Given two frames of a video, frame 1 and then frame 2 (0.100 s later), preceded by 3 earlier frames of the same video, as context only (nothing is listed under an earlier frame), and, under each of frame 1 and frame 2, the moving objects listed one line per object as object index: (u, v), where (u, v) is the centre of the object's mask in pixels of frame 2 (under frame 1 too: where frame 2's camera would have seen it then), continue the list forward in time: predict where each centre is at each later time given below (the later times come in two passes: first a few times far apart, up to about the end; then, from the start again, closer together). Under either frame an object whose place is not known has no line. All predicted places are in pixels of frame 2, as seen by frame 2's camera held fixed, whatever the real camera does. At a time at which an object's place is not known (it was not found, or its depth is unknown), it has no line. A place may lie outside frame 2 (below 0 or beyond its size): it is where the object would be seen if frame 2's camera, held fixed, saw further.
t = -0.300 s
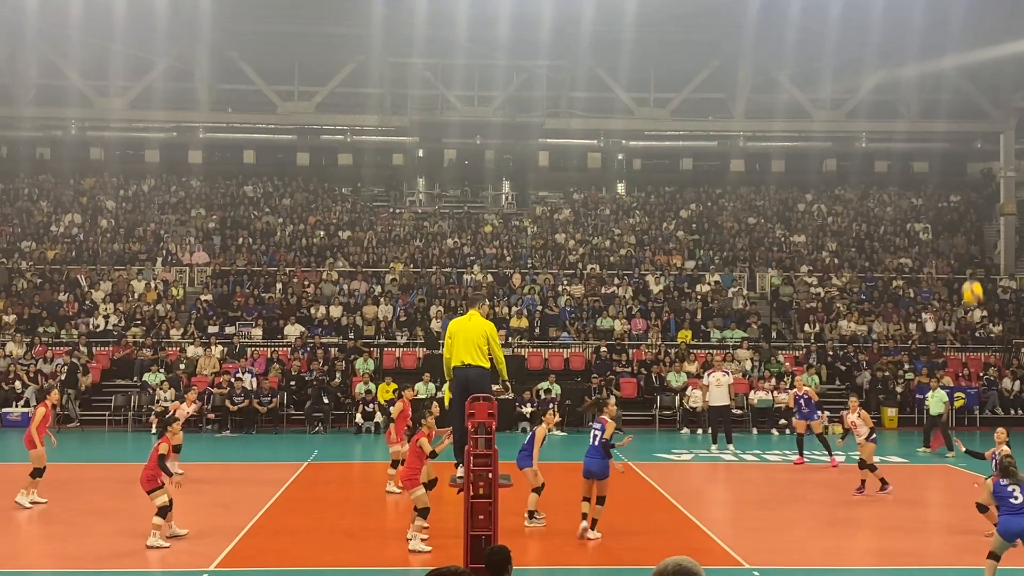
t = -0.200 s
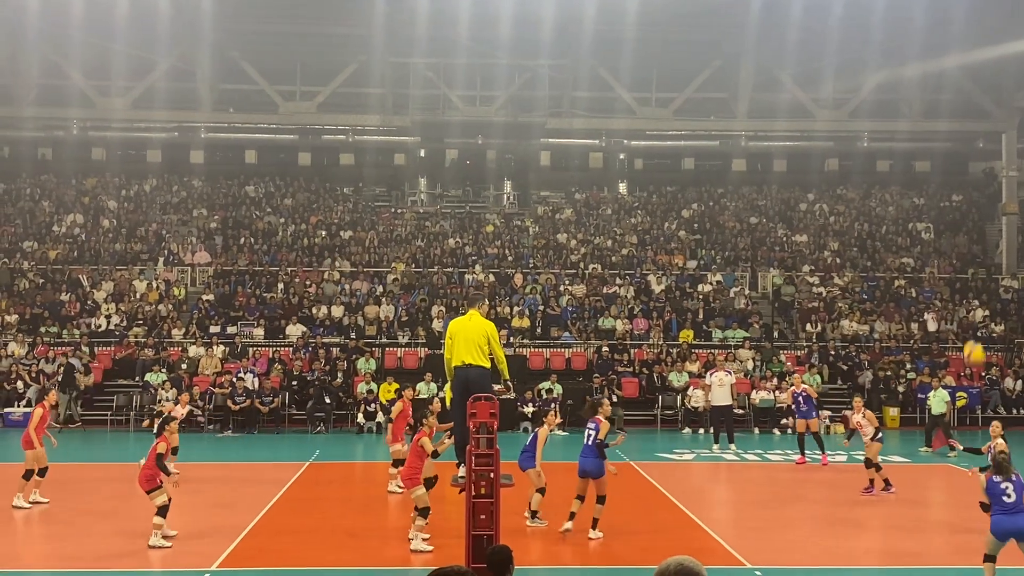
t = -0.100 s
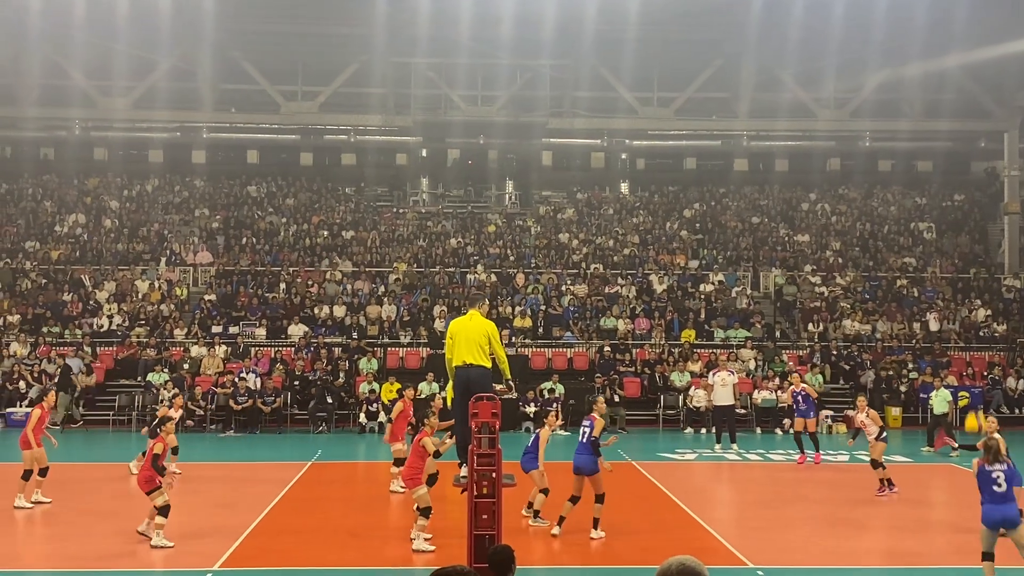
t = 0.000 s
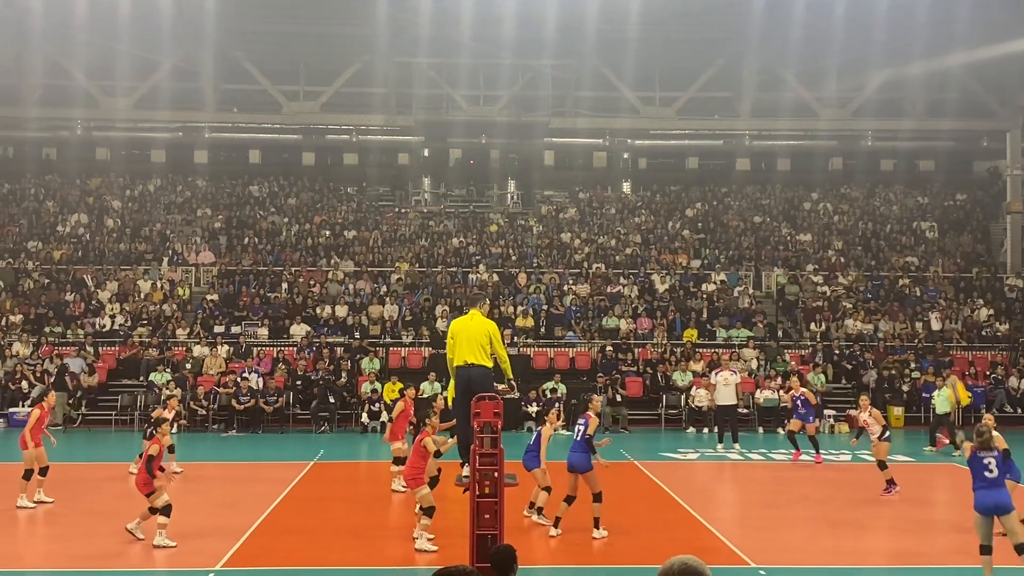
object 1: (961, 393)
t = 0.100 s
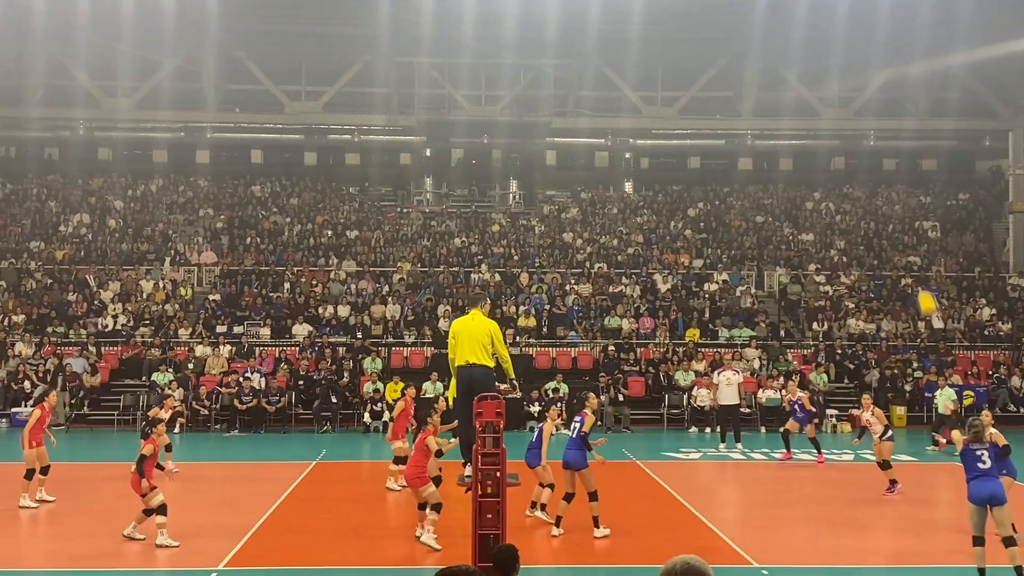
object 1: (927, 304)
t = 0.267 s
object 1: (884, 193)
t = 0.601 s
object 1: (819, 72)
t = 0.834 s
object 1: (786, 48)
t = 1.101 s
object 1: (756, 67)
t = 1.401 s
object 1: (729, 134)
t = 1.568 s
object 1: (716, 189)
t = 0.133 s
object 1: (918, 278)
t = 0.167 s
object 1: (909, 255)
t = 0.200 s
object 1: (900, 233)
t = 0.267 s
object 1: (884, 193)
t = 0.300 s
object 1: (876, 176)
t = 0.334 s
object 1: (868, 159)
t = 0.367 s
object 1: (862, 144)
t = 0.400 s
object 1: (854, 129)
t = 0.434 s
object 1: (848, 117)
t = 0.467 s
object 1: (842, 107)
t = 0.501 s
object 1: (836, 96)
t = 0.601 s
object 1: (819, 72)
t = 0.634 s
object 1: (814, 65)
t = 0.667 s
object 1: (809, 61)
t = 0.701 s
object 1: (804, 56)
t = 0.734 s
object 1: (799, 53)
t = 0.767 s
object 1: (795, 51)
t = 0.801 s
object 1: (790, 49)
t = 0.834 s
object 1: (786, 48)
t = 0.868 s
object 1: (782, 48)
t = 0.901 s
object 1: (778, 48)
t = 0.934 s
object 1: (774, 50)
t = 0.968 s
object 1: (770, 52)
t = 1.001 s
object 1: (766, 55)
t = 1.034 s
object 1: (763, 58)
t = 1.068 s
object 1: (759, 62)
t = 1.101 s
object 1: (756, 67)
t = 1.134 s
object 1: (752, 72)
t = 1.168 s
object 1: (749, 78)
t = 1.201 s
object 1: (746, 84)
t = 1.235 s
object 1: (743, 92)
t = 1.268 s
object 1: (740, 99)
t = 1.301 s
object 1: (736, 107)
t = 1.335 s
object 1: (733, 116)
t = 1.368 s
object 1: (731, 124)
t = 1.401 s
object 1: (729, 134)
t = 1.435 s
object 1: (726, 145)
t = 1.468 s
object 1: (724, 155)
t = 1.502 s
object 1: (721, 166)
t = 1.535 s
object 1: (719, 177)
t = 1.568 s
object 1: (716, 189)
